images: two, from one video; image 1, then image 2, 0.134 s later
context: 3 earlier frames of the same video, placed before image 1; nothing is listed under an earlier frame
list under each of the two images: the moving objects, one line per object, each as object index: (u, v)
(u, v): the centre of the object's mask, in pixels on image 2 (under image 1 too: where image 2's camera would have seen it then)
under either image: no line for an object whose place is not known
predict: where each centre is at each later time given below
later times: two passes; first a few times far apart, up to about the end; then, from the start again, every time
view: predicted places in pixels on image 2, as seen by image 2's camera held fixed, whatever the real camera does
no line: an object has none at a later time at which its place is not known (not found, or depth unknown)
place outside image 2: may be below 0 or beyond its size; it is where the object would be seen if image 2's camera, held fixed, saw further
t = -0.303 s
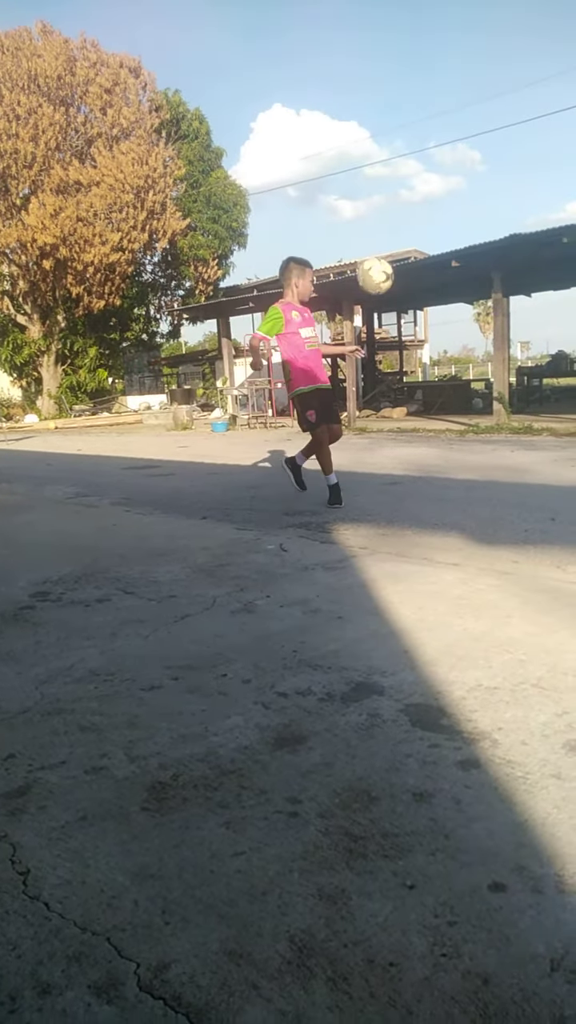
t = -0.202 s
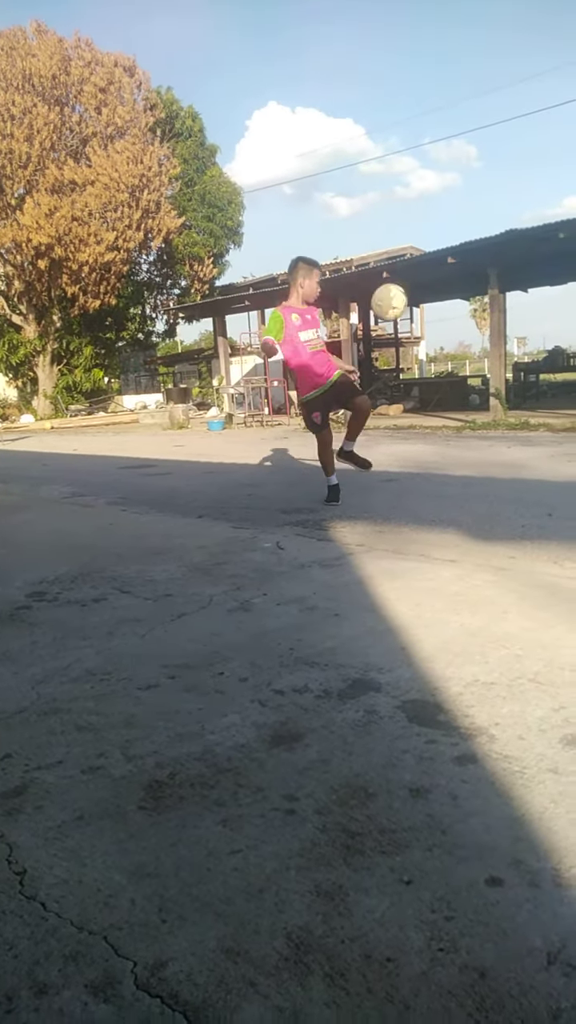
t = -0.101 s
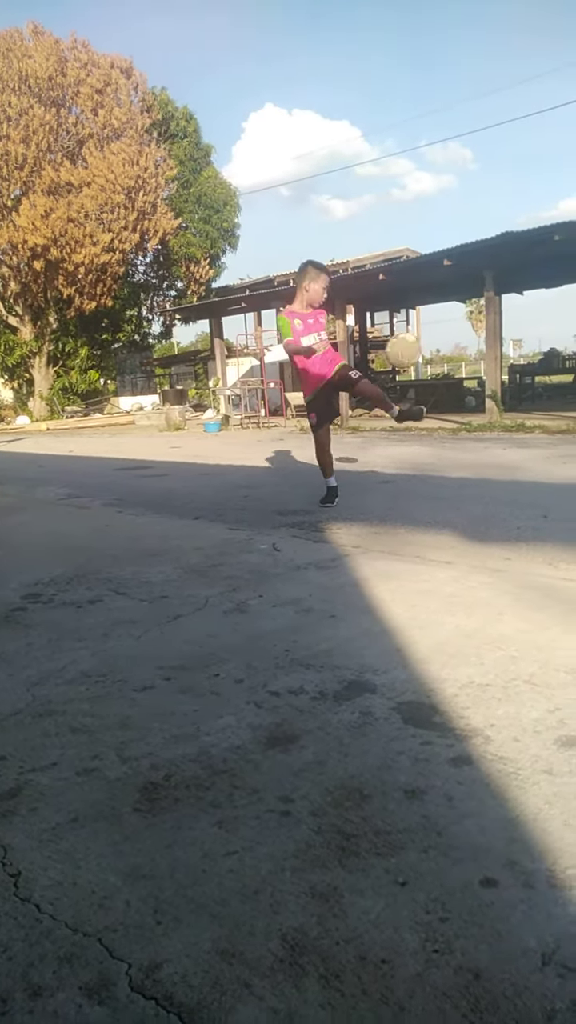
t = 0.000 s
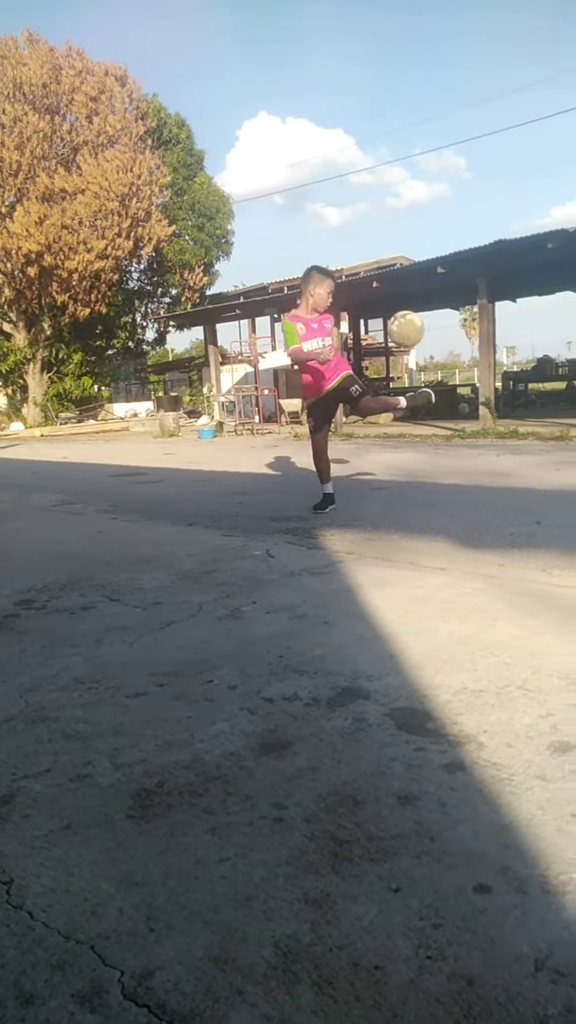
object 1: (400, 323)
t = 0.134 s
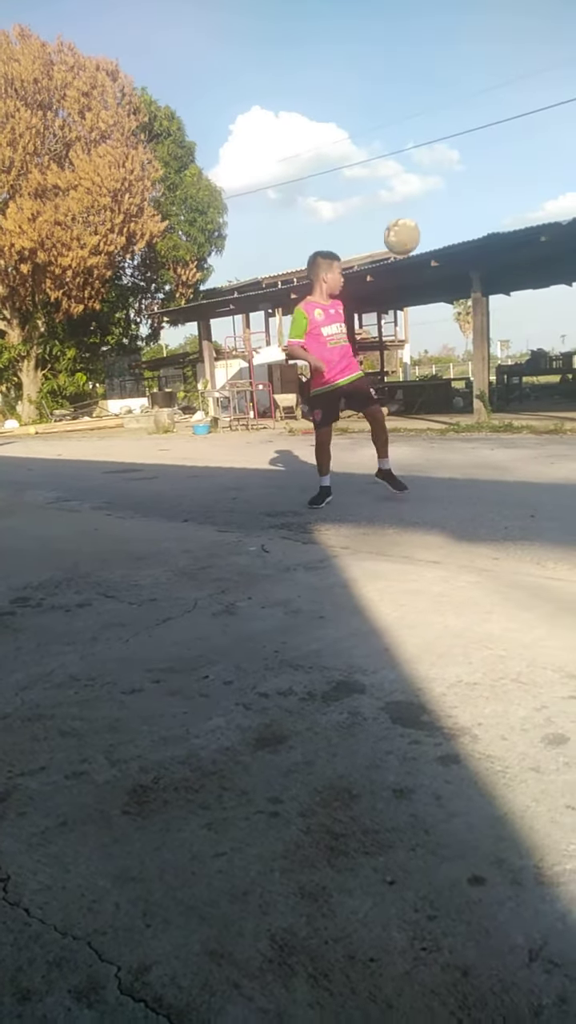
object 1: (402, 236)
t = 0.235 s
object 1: (403, 192)
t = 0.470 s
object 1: (409, 160)
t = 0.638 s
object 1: (413, 193)
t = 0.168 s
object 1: (402, 220)
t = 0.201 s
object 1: (403, 205)
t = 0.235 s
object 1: (403, 192)
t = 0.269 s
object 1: (403, 182)
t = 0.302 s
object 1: (404, 173)
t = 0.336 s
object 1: (404, 167)
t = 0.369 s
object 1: (405, 162)
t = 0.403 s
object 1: (407, 159)
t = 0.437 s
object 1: (408, 158)
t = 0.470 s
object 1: (409, 160)
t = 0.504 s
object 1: (409, 163)
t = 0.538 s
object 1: (410, 167)
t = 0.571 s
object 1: (411, 174)
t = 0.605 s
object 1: (412, 183)
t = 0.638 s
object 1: (413, 193)
